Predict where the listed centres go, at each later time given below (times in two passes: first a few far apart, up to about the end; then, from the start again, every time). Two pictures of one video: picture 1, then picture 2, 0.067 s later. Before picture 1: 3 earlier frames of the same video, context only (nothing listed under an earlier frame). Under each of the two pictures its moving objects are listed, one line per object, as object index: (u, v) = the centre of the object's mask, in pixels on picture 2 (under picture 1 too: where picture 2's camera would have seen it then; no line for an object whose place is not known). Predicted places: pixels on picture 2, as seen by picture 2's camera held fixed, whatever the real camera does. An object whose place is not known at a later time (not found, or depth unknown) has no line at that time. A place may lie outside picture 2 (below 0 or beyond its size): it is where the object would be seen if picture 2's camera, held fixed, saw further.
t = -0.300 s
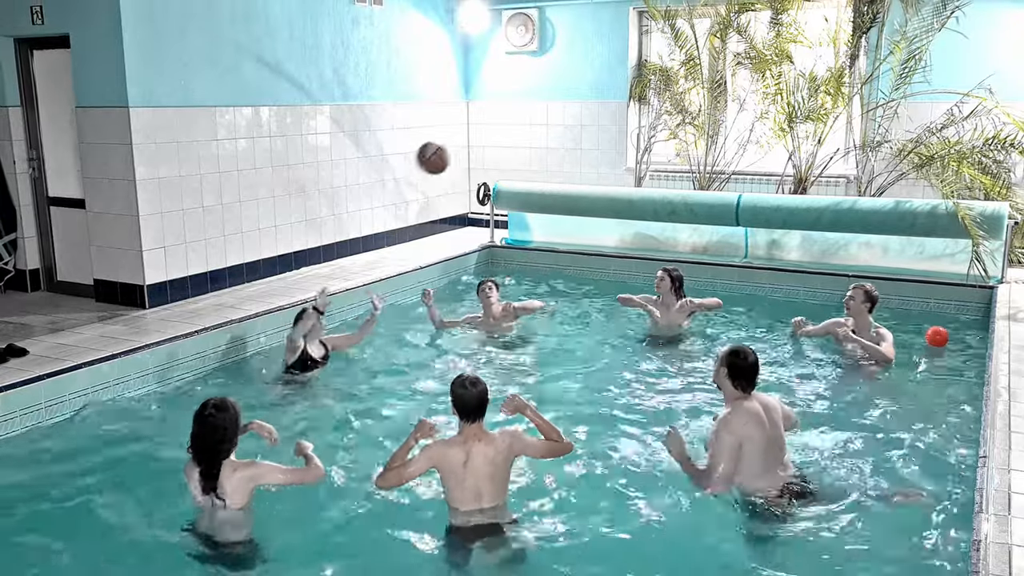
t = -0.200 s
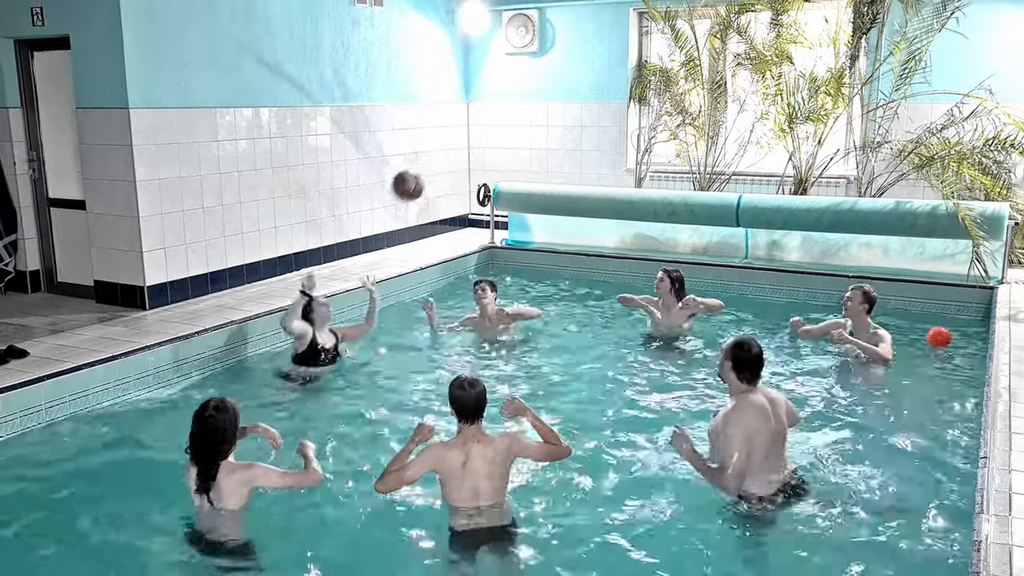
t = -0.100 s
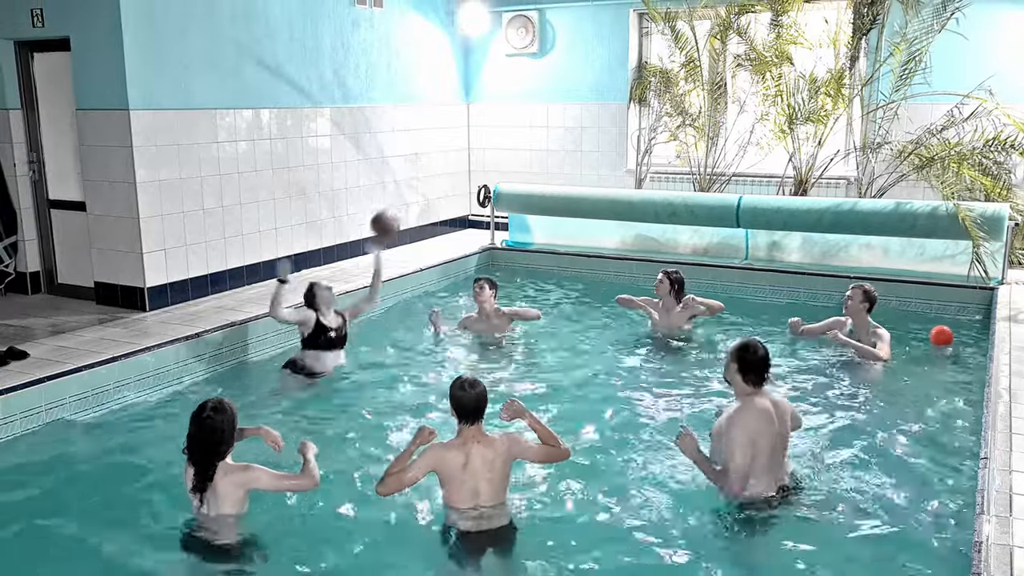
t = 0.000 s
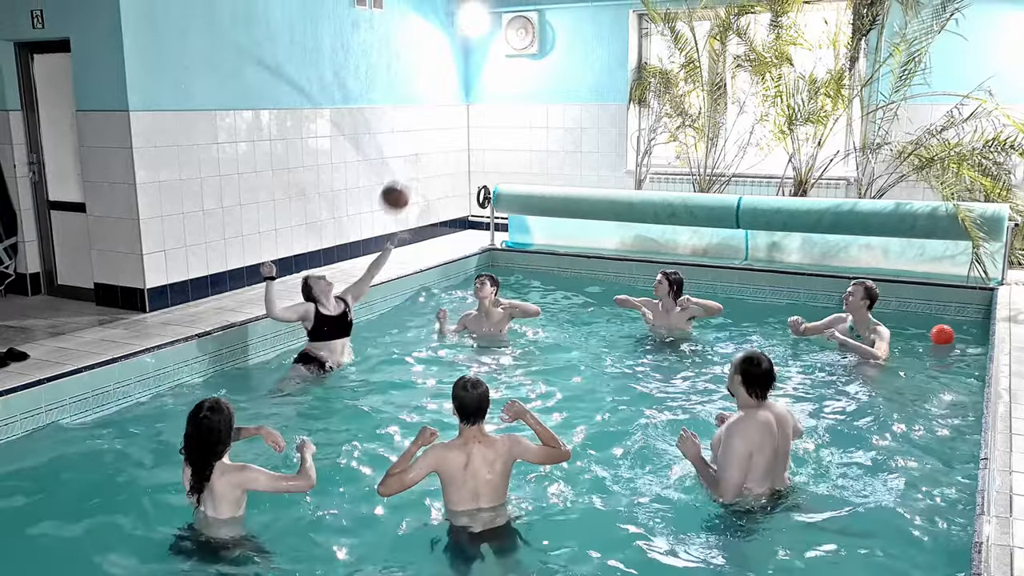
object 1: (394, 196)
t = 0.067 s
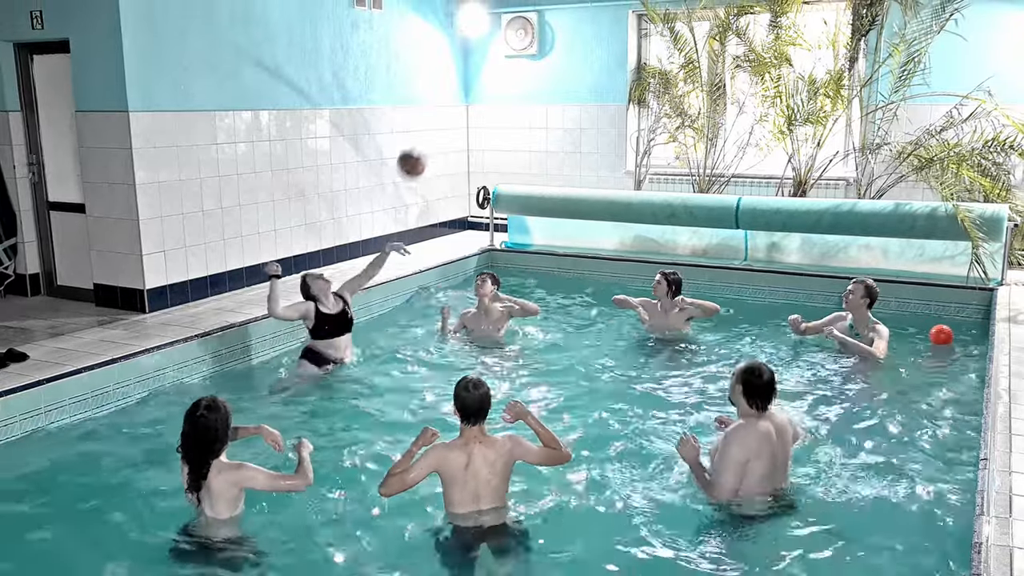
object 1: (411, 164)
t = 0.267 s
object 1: (461, 102)
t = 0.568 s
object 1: (530, 110)
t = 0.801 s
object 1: (576, 187)
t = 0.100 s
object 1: (419, 150)
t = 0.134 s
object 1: (428, 138)
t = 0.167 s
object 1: (437, 126)
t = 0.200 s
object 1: (445, 117)
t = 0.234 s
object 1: (453, 109)
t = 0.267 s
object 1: (461, 102)
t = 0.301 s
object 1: (469, 98)
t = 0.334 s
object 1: (477, 94)
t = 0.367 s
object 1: (485, 92)
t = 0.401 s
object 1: (493, 92)
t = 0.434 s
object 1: (500, 93)
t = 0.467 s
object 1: (508, 95)
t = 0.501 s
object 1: (516, 99)
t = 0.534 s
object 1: (523, 104)
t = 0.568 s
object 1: (530, 110)
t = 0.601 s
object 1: (538, 118)
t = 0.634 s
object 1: (544, 127)
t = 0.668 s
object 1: (551, 136)
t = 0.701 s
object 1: (558, 147)
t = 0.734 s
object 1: (564, 159)
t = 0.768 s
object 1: (570, 172)
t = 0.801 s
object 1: (576, 187)
